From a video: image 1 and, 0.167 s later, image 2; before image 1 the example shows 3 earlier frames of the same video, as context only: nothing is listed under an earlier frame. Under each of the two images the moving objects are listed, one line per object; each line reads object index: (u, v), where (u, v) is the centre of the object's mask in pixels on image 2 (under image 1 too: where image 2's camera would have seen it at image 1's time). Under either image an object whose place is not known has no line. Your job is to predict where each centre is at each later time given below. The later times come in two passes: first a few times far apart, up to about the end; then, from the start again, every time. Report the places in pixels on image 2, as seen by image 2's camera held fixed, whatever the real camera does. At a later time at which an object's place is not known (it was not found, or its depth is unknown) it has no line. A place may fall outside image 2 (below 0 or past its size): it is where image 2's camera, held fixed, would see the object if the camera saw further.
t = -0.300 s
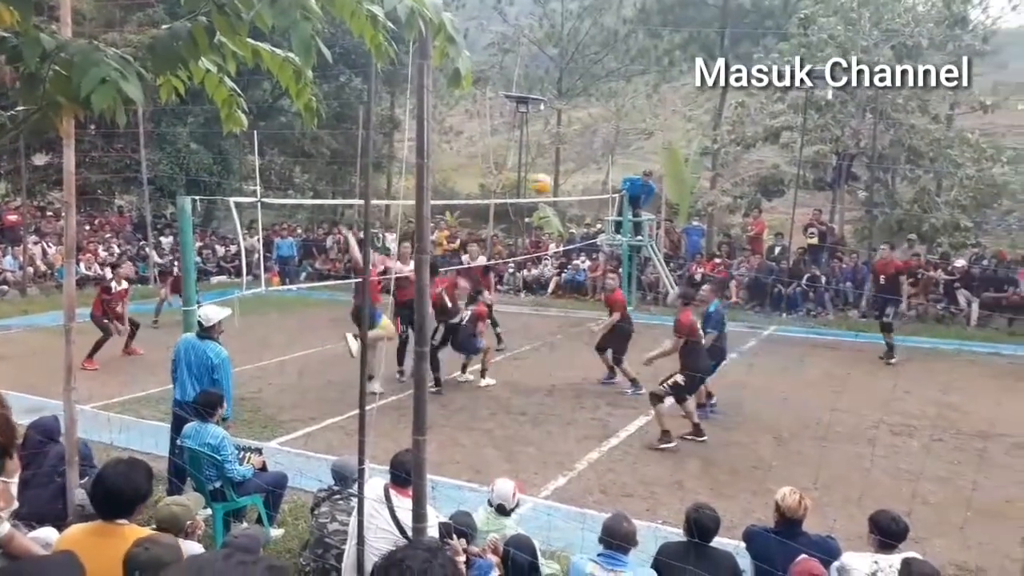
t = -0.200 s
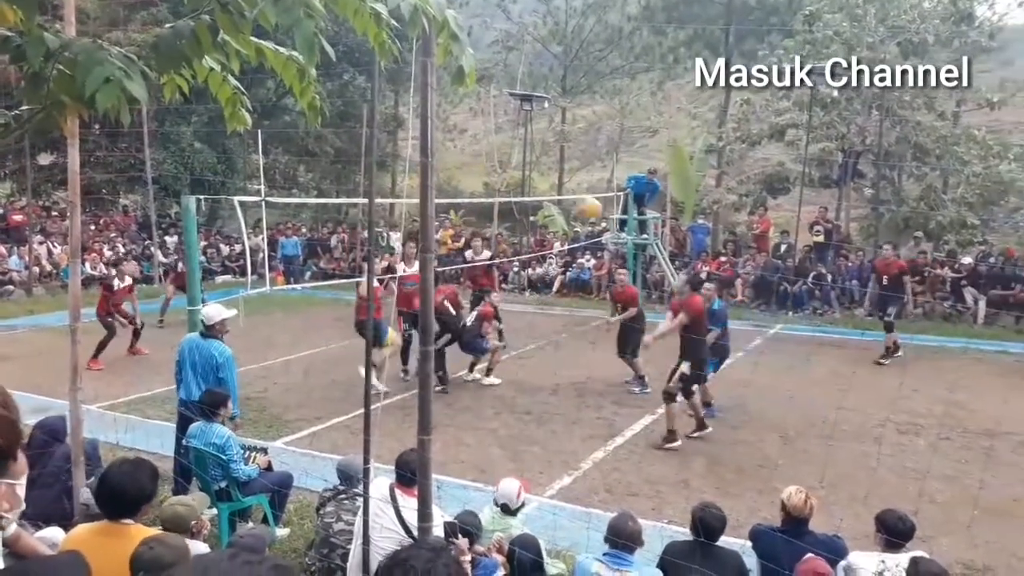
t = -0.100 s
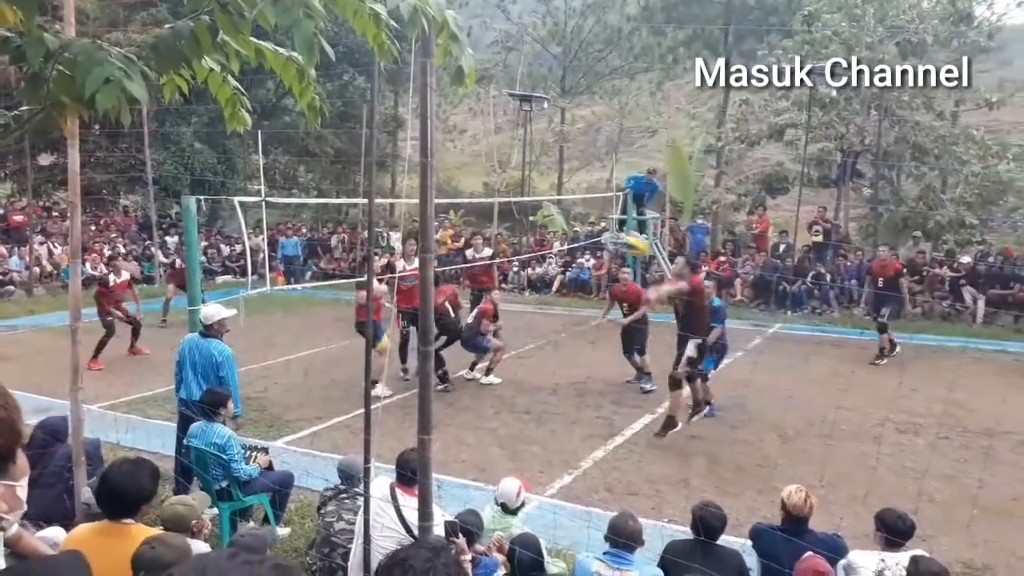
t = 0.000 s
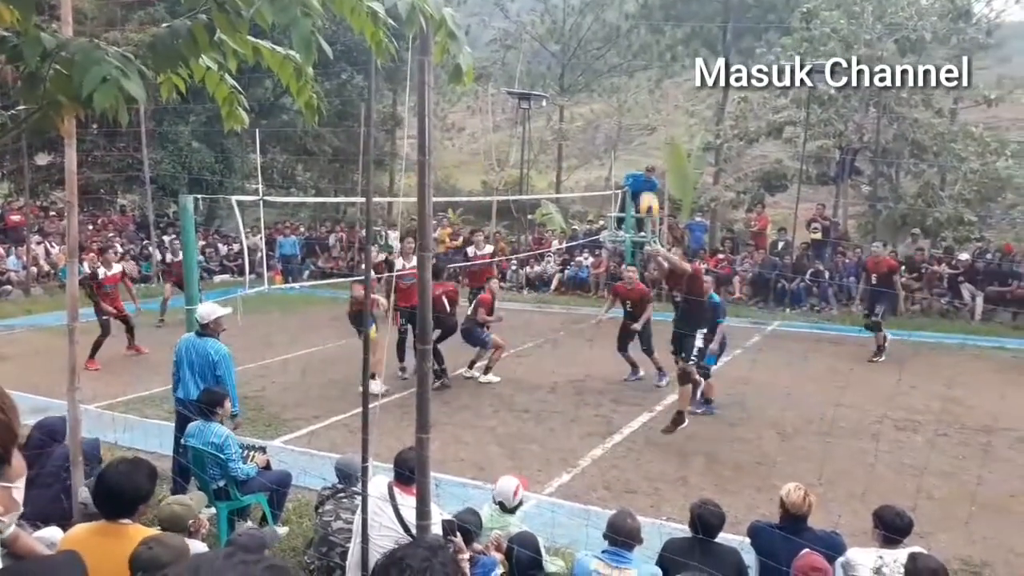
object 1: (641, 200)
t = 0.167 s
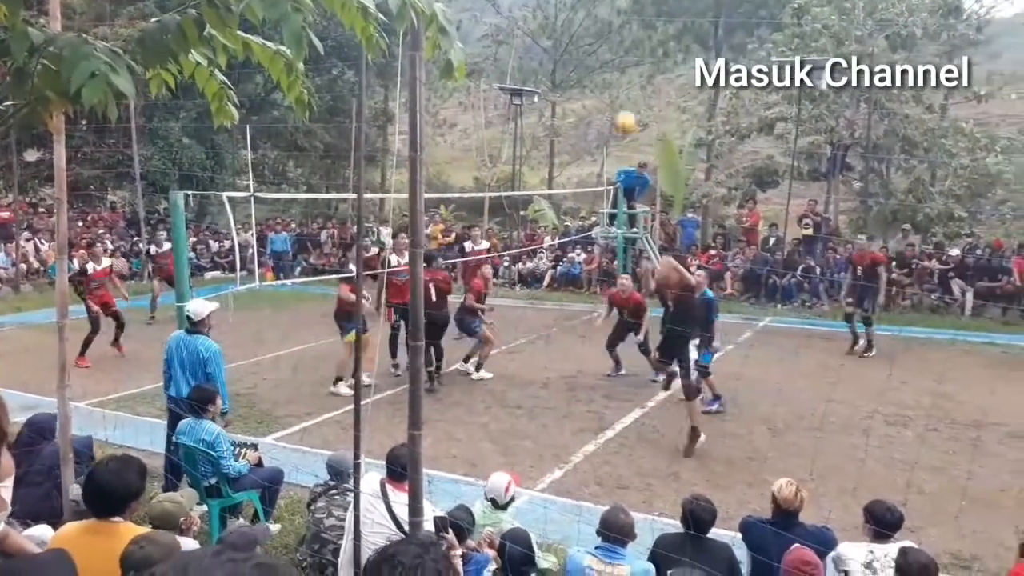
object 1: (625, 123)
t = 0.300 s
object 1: (615, 85)
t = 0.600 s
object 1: (593, 70)
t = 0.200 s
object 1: (624, 111)
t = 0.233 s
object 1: (621, 102)
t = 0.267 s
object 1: (618, 92)
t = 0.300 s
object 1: (615, 85)
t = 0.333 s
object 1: (613, 78)
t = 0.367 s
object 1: (610, 73)
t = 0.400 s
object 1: (606, 65)
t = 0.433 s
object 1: (604, 64)
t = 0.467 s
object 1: (602, 63)
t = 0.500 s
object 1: (599, 63)
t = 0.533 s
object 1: (597, 64)
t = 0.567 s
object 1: (596, 66)
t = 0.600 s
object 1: (593, 70)
